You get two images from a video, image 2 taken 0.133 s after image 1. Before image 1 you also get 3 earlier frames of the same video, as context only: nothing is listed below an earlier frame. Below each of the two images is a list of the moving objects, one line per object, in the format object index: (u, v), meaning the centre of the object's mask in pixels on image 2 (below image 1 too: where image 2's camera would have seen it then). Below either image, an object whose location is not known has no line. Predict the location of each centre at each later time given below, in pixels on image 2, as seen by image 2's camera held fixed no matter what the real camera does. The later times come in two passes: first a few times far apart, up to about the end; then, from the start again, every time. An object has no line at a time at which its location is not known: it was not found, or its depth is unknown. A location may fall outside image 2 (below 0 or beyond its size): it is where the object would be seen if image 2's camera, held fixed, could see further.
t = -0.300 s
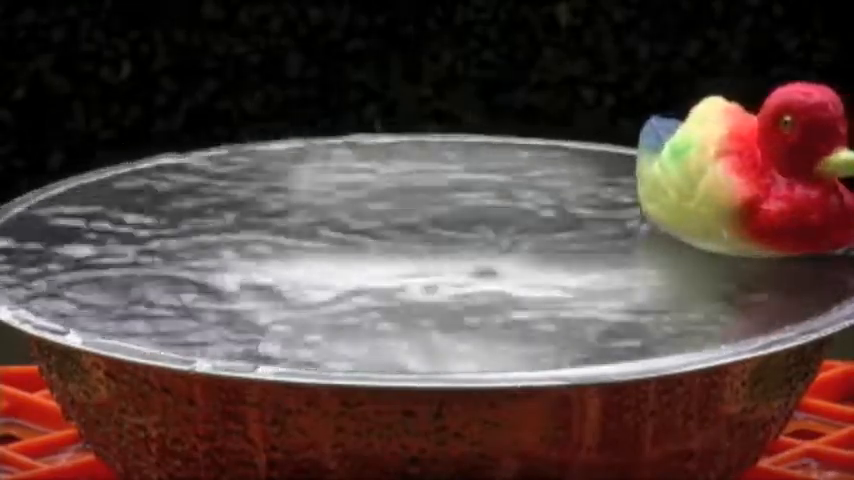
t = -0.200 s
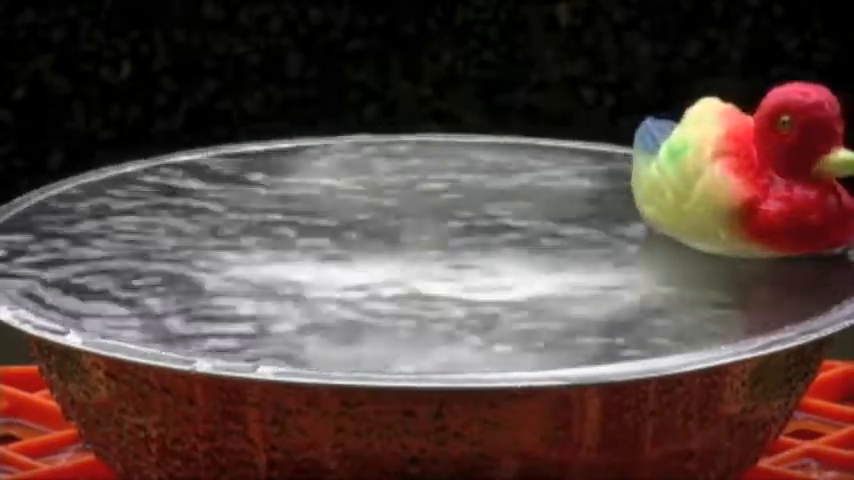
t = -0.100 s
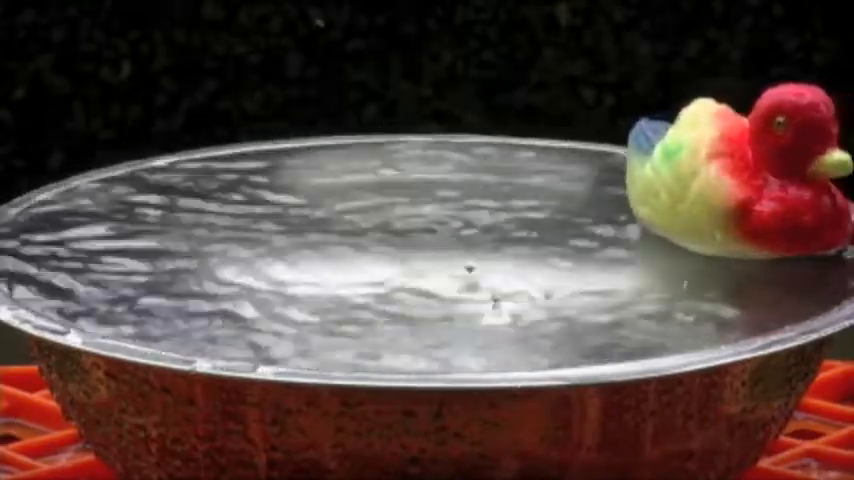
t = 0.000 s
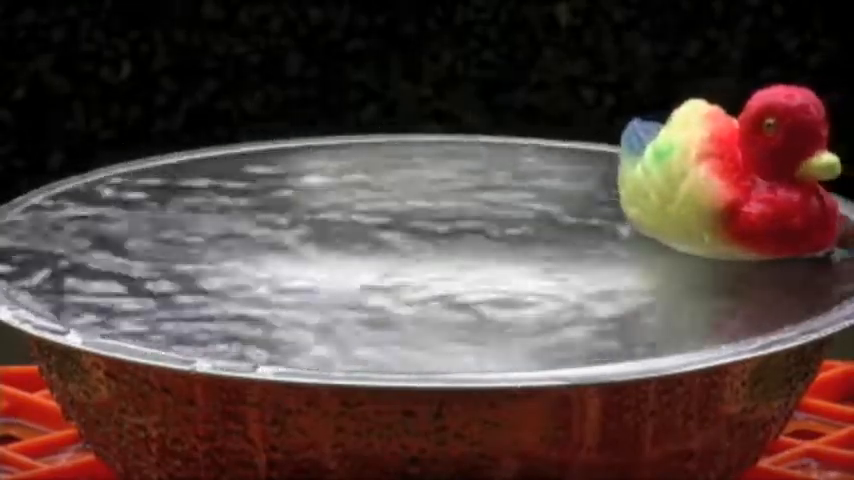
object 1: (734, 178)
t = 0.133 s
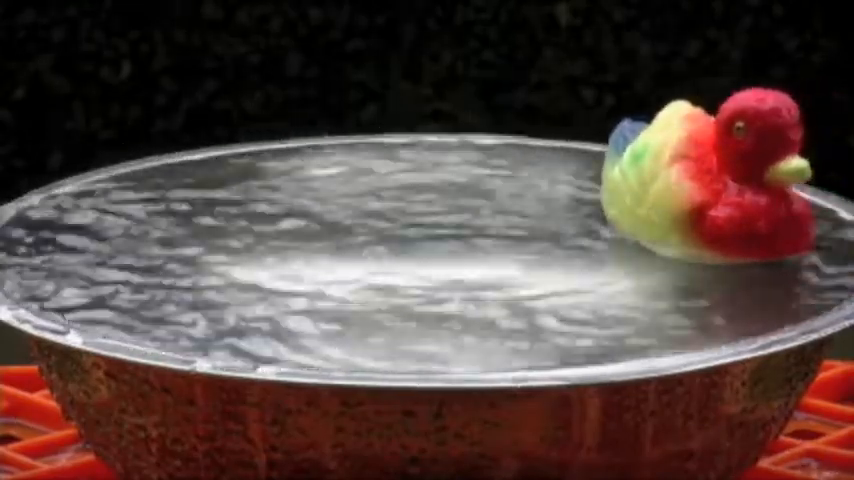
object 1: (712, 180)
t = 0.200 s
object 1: (697, 183)
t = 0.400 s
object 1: (645, 192)
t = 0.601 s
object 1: (596, 199)
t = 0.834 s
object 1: (527, 204)
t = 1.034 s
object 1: (467, 209)
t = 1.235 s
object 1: (412, 213)
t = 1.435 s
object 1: (357, 215)
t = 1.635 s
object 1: (306, 215)
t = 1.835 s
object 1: (254, 215)
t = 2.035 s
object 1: (204, 214)
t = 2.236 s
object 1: (157, 212)
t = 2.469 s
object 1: (109, 212)
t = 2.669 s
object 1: (86, 211)
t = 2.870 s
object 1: (76, 212)
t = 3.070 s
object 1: (72, 213)
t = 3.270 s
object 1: (73, 216)
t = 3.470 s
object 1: (72, 214)
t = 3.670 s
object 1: (72, 211)
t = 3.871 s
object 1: (71, 207)
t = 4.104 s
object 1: (72, 206)
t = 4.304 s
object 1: (74, 205)
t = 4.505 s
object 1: (75, 202)
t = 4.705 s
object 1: (76, 199)
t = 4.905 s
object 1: (76, 197)
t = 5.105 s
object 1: (74, 194)
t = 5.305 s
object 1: (71, 192)
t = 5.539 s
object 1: (71, 188)
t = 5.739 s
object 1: (73, 185)
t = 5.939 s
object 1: (73, 186)
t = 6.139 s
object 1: (72, 187)
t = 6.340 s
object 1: (71, 188)
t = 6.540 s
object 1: (70, 190)
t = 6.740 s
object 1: (71, 192)
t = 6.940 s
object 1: (73, 194)
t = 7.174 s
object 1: (77, 195)
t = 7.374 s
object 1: (81, 196)
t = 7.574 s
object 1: (85, 196)
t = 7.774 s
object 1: (88, 195)
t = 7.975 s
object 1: (91, 195)
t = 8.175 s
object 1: (92, 195)
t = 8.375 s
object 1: (90, 196)
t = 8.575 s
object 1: (84, 197)
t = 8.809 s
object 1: (73, 201)
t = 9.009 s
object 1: (70, 205)
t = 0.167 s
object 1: (705, 181)
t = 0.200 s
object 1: (697, 183)
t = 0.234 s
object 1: (689, 184)
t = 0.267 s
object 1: (681, 185)
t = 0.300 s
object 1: (672, 187)
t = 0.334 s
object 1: (663, 189)
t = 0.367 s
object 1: (654, 190)
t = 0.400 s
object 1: (645, 192)
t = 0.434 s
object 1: (637, 193)
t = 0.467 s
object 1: (630, 194)
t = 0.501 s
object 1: (622, 196)
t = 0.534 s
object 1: (614, 197)
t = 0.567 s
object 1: (605, 198)
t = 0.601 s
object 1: (596, 199)
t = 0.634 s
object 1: (587, 200)
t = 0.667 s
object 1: (577, 201)
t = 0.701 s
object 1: (567, 202)
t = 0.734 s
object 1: (557, 203)
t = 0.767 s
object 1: (547, 203)
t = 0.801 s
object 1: (537, 204)
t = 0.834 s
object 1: (527, 204)
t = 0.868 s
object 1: (516, 205)
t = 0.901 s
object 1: (506, 206)
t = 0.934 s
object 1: (495, 207)
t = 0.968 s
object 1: (485, 208)
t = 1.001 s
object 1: (476, 209)
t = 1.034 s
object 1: (467, 209)
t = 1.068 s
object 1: (457, 209)
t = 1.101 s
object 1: (448, 209)
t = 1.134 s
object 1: (439, 210)
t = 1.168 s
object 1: (431, 211)
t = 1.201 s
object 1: (421, 212)
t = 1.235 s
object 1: (412, 213)
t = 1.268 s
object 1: (403, 214)
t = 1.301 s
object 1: (393, 214)
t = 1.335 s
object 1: (385, 214)
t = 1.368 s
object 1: (375, 215)
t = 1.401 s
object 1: (366, 215)
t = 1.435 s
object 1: (357, 215)
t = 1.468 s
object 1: (348, 216)
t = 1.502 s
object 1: (340, 216)
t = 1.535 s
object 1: (331, 216)
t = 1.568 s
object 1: (323, 216)
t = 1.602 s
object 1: (314, 215)
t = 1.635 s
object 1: (306, 215)
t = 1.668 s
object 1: (297, 215)
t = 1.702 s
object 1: (288, 215)
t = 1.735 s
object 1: (279, 215)
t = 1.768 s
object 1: (270, 215)
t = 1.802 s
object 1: (262, 215)
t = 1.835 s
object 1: (254, 215)
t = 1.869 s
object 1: (246, 214)
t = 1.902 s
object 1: (238, 214)
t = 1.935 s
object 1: (230, 214)
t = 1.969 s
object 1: (221, 214)
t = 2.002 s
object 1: (213, 213)
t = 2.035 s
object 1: (204, 214)
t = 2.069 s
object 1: (196, 213)
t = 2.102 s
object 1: (188, 213)
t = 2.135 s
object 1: (180, 213)
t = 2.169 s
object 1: (172, 213)
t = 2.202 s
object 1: (164, 213)
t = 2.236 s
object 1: (157, 212)
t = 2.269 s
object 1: (149, 212)
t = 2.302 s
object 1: (142, 213)
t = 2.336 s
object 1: (135, 213)
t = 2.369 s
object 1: (129, 213)
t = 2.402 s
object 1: (122, 212)
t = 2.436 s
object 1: (116, 212)
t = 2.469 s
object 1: (109, 212)
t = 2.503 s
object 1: (105, 212)
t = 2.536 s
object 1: (101, 211)
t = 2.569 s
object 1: (96, 212)
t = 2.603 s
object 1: (93, 211)
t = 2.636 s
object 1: (89, 211)
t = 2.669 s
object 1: (86, 211)
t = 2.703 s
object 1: (83, 211)
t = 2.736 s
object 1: (81, 211)
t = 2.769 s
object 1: (78, 211)
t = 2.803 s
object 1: (77, 211)
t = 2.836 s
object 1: (76, 212)
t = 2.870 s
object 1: (76, 212)
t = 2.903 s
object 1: (76, 213)
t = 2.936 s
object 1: (76, 213)
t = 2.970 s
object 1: (76, 213)
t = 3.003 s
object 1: (75, 213)
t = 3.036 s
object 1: (74, 213)
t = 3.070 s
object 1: (72, 213)
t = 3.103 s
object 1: (71, 213)
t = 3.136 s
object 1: (70, 213)
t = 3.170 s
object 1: (71, 213)
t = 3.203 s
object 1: (72, 215)
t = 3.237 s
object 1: (73, 216)
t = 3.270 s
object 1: (73, 216)
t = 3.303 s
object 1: (73, 216)
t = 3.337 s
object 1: (72, 216)
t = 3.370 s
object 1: (72, 216)
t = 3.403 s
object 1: (72, 215)
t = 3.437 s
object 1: (72, 215)
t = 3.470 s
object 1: (72, 214)
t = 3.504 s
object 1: (72, 213)
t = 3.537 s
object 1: (72, 213)
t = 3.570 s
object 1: (72, 212)
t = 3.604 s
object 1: (72, 212)
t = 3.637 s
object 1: (72, 212)
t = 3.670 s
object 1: (72, 211)
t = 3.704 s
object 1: (72, 211)
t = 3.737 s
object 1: (71, 209)
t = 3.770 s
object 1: (71, 209)
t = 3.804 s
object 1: (71, 208)
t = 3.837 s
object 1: (71, 208)
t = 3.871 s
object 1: (71, 207)
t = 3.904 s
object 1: (71, 206)
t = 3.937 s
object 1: (71, 206)
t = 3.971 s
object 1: (71, 206)
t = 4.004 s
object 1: (72, 206)
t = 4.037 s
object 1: (72, 206)
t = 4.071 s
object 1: (72, 206)
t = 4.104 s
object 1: (72, 206)
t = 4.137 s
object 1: (72, 207)
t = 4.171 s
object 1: (72, 207)
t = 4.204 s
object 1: (73, 206)
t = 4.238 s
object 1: (73, 206)
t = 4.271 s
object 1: (73, 205)
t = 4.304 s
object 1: (74, 205)
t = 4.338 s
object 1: (74, 204)
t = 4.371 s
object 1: (74, 203)
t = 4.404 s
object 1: (74, 203)
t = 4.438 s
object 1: (74, 202)
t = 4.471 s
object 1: (74, 202)
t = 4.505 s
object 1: (75, 202)
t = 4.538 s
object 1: (75, 202)
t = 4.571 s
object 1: (75, 201)
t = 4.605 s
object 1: (76, 201)
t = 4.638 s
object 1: (76, 201)
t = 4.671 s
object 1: (76, 200)
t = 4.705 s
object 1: (76, 199)
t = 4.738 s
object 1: (77, 199)
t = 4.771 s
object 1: (77, 199)
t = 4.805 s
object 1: (77, 198)
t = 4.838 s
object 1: (77, 198)
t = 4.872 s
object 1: (77, 198)
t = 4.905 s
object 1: (76, 197)
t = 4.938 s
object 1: (76, 197)
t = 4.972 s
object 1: (76, 196)
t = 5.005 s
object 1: (76, 196)
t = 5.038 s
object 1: (75, 195)
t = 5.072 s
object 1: (74, 194)
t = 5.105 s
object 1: (74, 194)
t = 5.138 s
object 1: (73, 193)
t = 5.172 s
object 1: (73, 193)
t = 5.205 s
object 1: (72, 193)
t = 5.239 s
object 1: (72, 192)
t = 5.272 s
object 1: (71, 192)
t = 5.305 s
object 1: (71, 192)
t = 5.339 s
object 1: (70, 191)
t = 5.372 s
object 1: (70, 191)
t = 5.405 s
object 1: (70, 191)
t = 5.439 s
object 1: (70, 190)
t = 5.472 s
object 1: (71, 190)
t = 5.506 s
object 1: (71, 189)
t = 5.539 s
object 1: (71, 188)
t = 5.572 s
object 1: (71, 187)
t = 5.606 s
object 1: (72, 187)
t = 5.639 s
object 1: (72, 186)
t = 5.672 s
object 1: (72, 186)
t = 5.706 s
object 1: (72, 186)
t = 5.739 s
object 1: (73, 185)
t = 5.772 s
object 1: (73, 185)
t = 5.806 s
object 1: (73, 186)
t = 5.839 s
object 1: (73, 185)
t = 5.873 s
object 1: (73, 186)
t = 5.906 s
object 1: (73, 185)
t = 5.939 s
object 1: (73, 186)
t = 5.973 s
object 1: (73, 186)
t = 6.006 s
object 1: (73, 186)
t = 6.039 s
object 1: (73, 186)
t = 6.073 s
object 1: (72, 187)
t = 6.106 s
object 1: (72, 187)
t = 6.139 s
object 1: (72, 187)
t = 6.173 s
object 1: (72, 188)
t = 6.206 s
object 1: (72, 188)
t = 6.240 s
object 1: (72, 188)
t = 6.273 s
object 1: (72, 188)
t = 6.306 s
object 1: (71, 188)
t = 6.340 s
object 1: (71, 188)
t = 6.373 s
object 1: (71, 189)
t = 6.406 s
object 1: (71, 189)
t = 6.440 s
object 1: (71, 189)
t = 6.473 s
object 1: (70, 189)
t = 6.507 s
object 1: (70, 190)
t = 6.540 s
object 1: (70, 190)
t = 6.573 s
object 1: (70, 190)
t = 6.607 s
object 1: (70, 191)
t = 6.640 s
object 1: (70, 191)
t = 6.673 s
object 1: (71, 191)
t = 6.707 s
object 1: (71, 191)
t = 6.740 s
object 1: (71, 192)
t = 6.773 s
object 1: (71, 192)
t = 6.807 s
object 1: (71, 193)
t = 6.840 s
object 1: (71, 193)
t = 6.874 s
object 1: (72, 194)
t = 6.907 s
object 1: (72, 194)
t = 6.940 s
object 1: (73, 194)
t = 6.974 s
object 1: (73, 194)
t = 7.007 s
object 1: (74, 195)
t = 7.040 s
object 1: (75, 195)
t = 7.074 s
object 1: (75, 195)
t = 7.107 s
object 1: (76, 195)
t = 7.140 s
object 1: (76, 195)
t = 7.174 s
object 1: (77, 195)
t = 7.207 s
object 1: (77, 195)
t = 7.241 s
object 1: (78, 195)
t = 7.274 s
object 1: (79, 195)
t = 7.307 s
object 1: (80, 196)
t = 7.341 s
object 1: (81, 196)
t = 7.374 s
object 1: (81, 196)
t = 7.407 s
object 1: (82, 196)
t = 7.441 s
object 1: (83, 196)
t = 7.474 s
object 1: (84, 196)
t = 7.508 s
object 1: (84, 196)
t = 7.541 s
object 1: (85, 196)
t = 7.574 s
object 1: (85, 196)
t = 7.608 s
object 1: (86, 196)
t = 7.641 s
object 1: (87, 195)
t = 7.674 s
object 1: (87, 195)
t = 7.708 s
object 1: (87, 195)
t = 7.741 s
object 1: (88, 195)
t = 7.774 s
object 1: (88, 195)
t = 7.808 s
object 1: (89, 195)
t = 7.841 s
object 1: (89, 195)
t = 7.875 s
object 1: (90, 195)
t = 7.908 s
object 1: (90, 195)
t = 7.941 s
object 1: (91, 195)
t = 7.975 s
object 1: (91, 195)
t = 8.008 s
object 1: (92, 195)
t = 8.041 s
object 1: (92, 195)
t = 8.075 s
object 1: (92, 195)
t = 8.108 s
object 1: (92, 195)
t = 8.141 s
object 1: (92, 195)
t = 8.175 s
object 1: (92, 195)
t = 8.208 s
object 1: (92, 195)
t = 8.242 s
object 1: (92, 195)
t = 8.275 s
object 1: (92, 195)
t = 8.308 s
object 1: (92, 196)
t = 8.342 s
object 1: (91, 196)
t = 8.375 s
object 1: (90, 196)
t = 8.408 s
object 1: (89, 196)
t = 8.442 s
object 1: (88, 196)
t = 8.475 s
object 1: (88, 196)
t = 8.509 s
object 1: (86, 197)
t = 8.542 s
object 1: (85, 197)
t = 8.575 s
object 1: (84, 197)
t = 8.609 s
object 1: (83, 197)
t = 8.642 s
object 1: (80, 198)
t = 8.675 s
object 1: (79, 198)
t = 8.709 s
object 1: (78, 199)
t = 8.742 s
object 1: (76, 199)
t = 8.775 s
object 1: (75, 200)
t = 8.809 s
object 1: (73, 201)
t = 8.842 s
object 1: (72, 202)
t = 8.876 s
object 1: (70, 203)
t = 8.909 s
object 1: (70, 203)
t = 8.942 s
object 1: (70, 204)
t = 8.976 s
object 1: (70, 205)
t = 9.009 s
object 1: (70, 205)
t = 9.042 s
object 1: (70, 205)
